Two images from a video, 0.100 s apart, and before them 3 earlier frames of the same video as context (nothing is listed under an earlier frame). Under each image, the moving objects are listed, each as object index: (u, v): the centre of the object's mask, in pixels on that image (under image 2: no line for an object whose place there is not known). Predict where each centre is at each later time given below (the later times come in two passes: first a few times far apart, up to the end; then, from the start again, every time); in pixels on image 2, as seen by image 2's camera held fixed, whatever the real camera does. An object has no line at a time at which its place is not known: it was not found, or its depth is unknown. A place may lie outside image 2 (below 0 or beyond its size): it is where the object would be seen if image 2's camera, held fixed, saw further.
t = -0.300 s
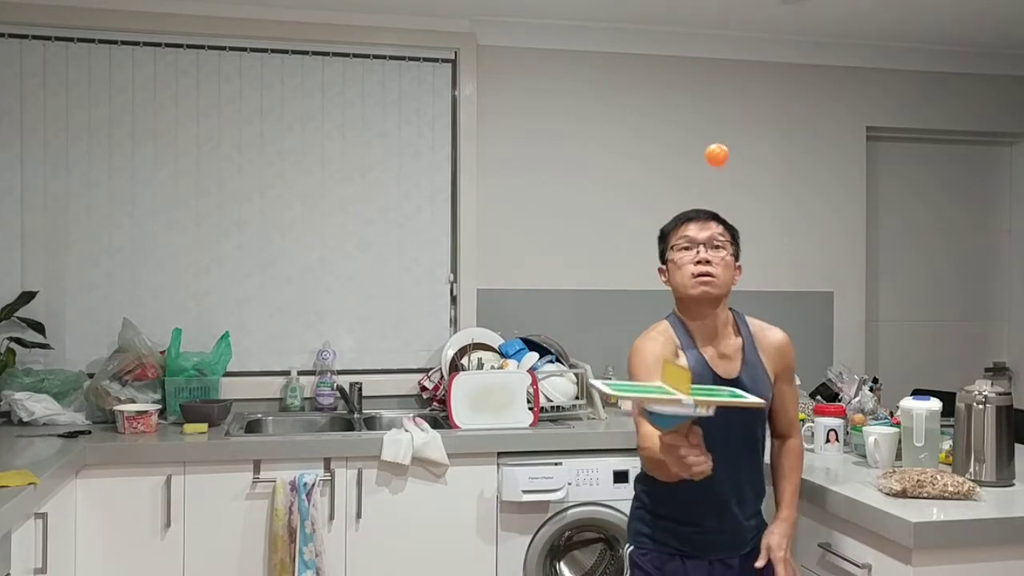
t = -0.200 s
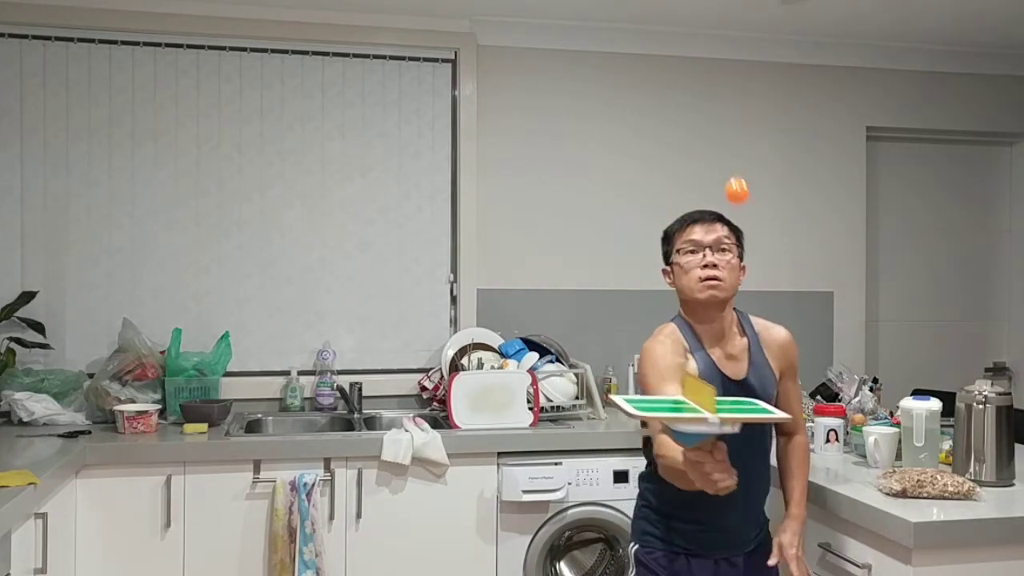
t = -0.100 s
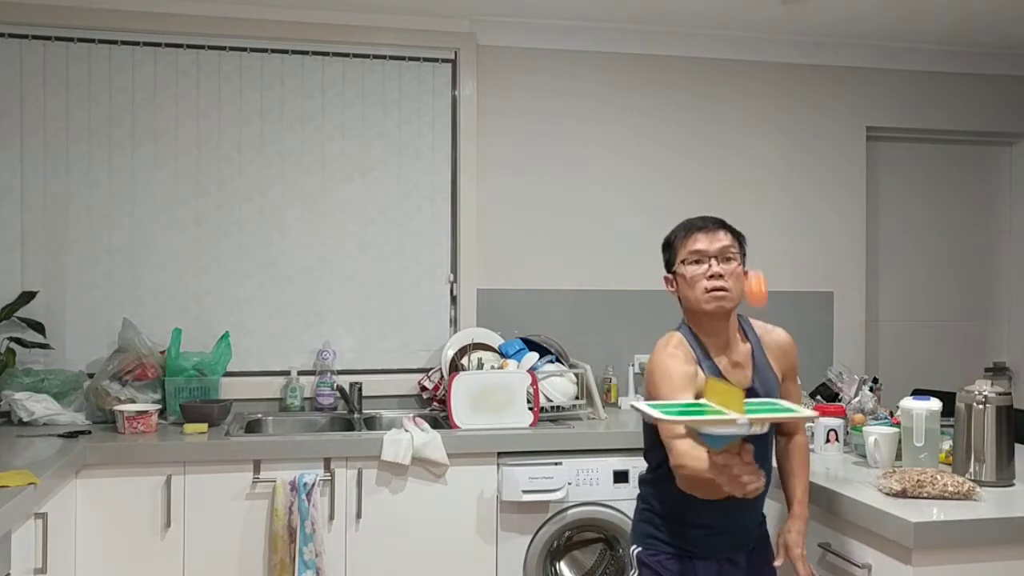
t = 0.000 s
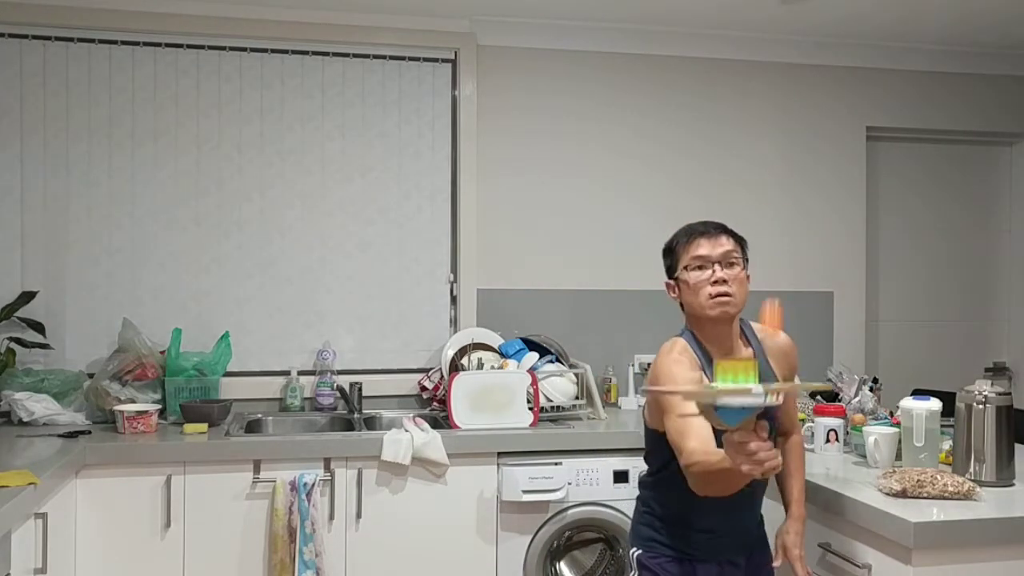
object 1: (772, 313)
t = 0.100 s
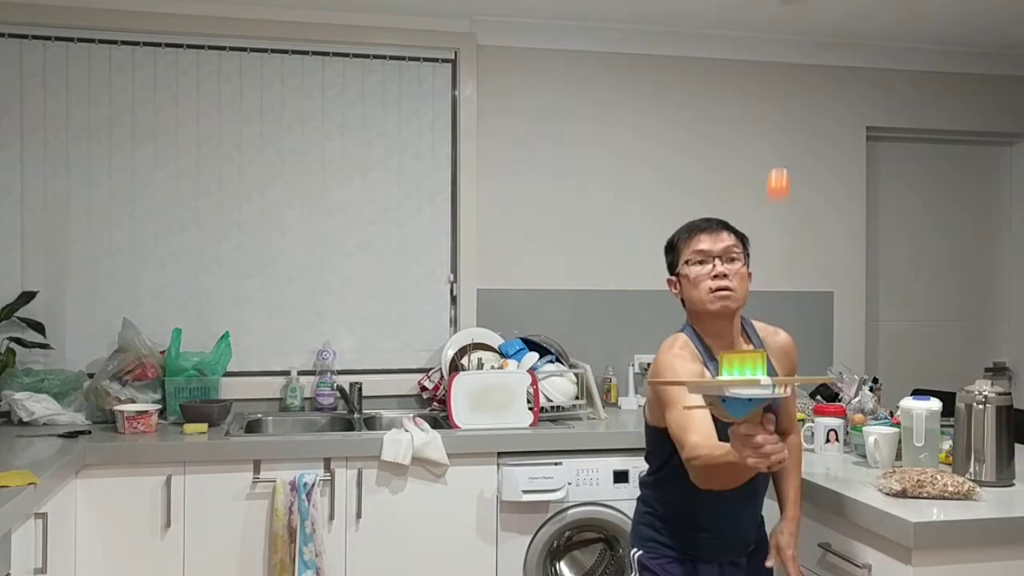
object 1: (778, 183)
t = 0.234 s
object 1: (786, 91)
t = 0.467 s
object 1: (796, 162)
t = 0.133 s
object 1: (780, 151)
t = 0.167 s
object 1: (782, 125)
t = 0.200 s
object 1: (784, 105)
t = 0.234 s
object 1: (786, 91)
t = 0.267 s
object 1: (788, 83)
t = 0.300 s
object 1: (789, 81)
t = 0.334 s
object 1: (791, 85)
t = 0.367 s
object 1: (792, 95)
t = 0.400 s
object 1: (793, 111)
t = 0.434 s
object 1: (795, 133)
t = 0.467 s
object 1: (796, 162)
